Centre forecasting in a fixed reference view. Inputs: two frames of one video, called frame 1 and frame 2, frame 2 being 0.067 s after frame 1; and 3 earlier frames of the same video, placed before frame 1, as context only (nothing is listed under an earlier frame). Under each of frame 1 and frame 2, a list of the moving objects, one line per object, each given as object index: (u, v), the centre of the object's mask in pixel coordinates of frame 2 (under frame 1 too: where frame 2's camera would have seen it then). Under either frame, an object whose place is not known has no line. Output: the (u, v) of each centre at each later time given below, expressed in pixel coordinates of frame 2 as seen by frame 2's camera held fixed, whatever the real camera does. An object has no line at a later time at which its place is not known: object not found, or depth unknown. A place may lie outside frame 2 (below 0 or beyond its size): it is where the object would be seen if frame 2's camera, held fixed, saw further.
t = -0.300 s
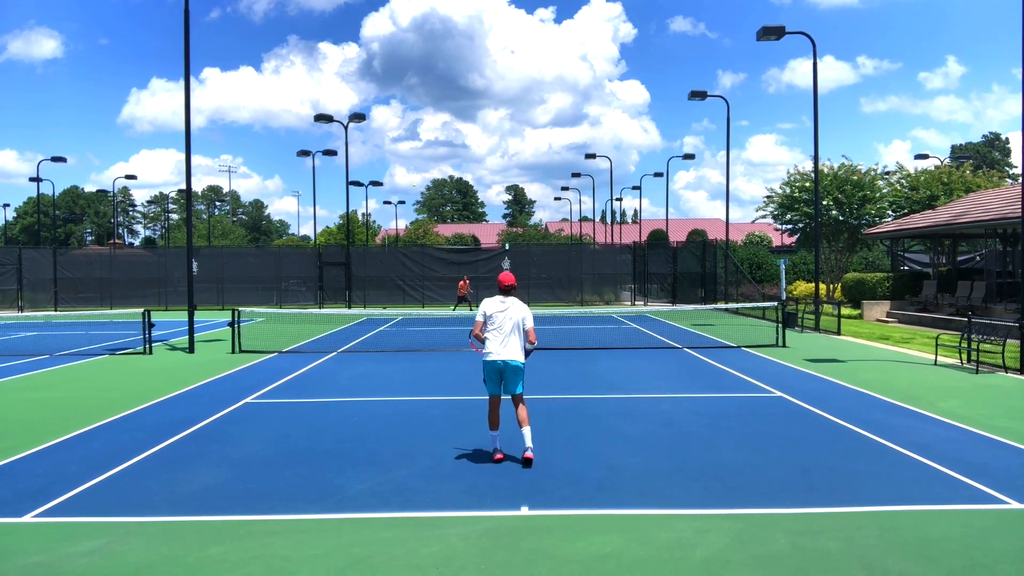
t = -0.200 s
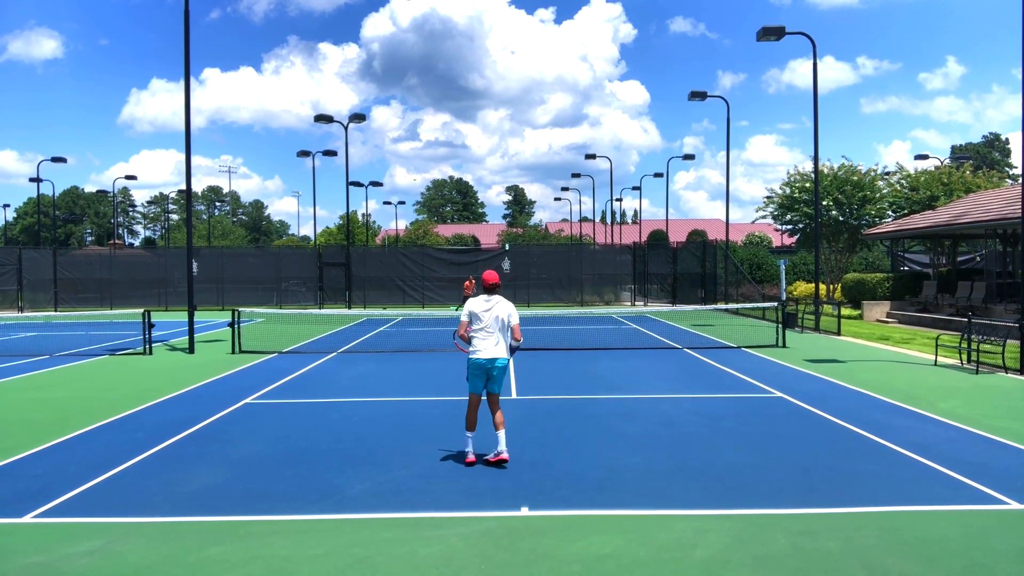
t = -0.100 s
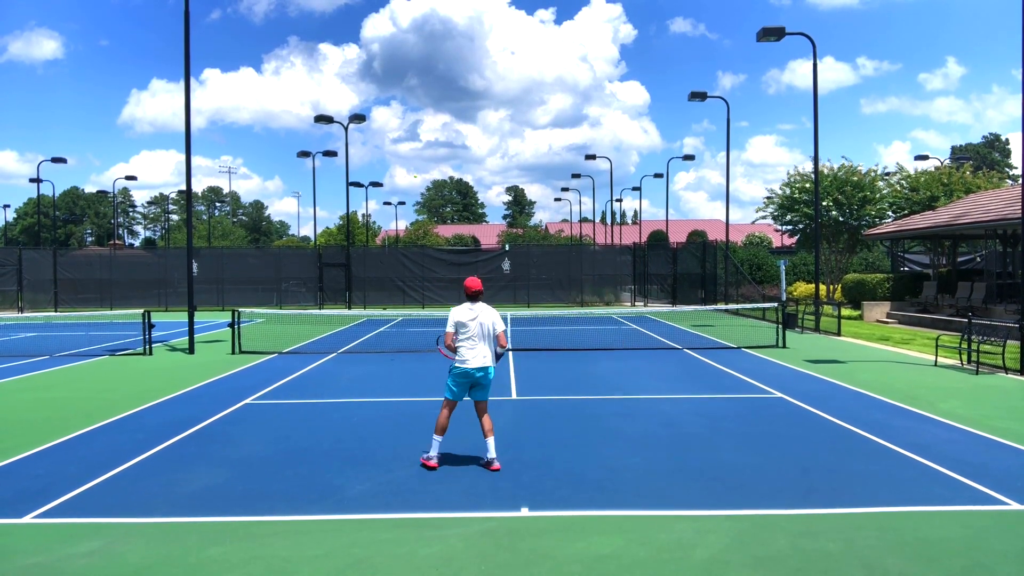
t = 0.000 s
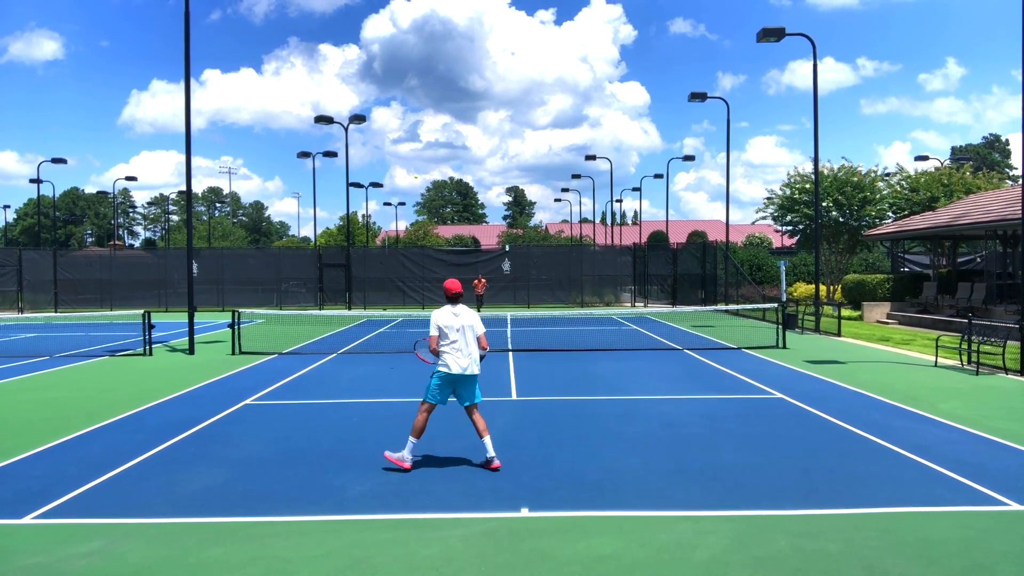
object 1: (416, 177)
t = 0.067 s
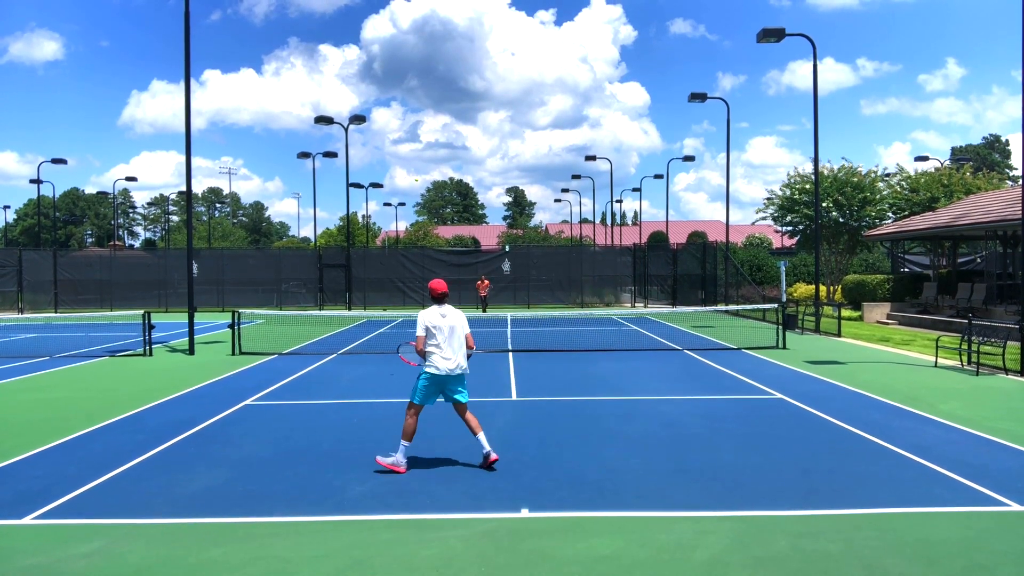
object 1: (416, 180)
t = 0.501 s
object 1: (425, 281)
